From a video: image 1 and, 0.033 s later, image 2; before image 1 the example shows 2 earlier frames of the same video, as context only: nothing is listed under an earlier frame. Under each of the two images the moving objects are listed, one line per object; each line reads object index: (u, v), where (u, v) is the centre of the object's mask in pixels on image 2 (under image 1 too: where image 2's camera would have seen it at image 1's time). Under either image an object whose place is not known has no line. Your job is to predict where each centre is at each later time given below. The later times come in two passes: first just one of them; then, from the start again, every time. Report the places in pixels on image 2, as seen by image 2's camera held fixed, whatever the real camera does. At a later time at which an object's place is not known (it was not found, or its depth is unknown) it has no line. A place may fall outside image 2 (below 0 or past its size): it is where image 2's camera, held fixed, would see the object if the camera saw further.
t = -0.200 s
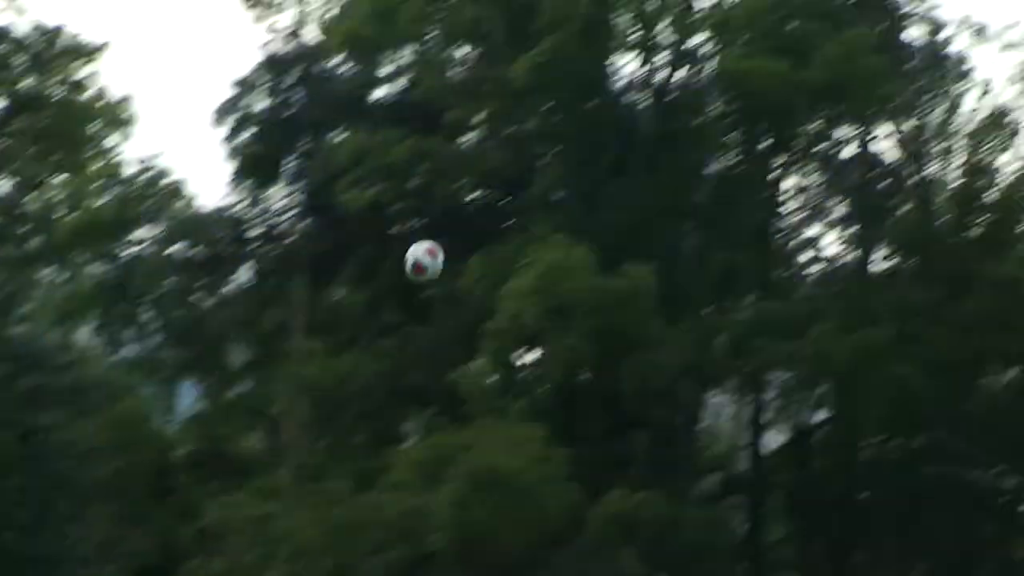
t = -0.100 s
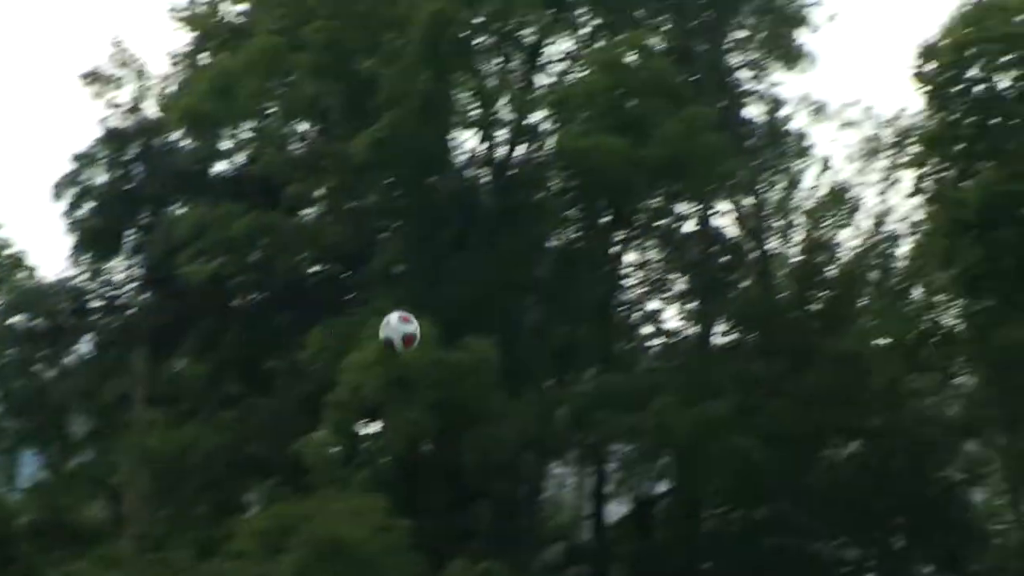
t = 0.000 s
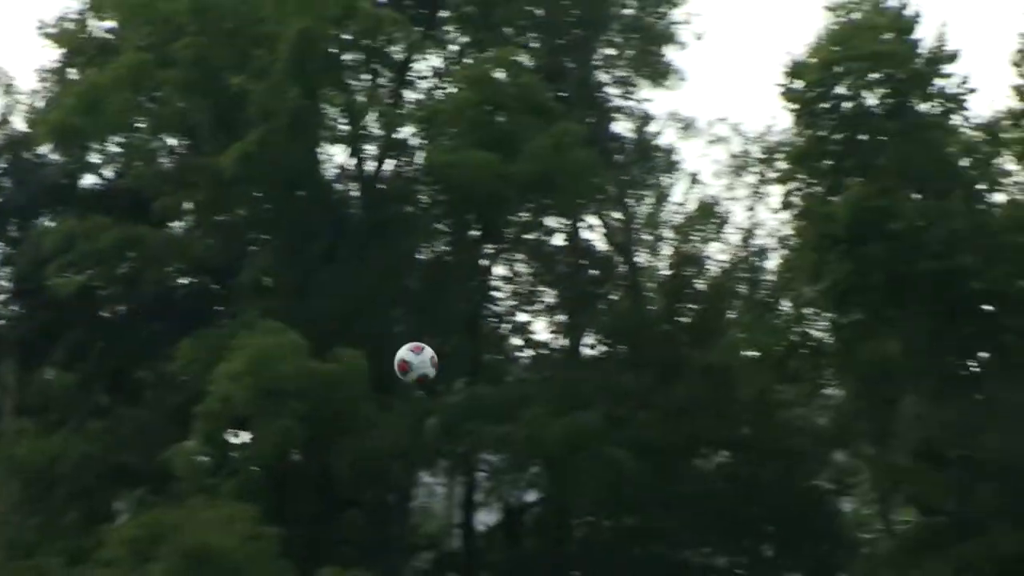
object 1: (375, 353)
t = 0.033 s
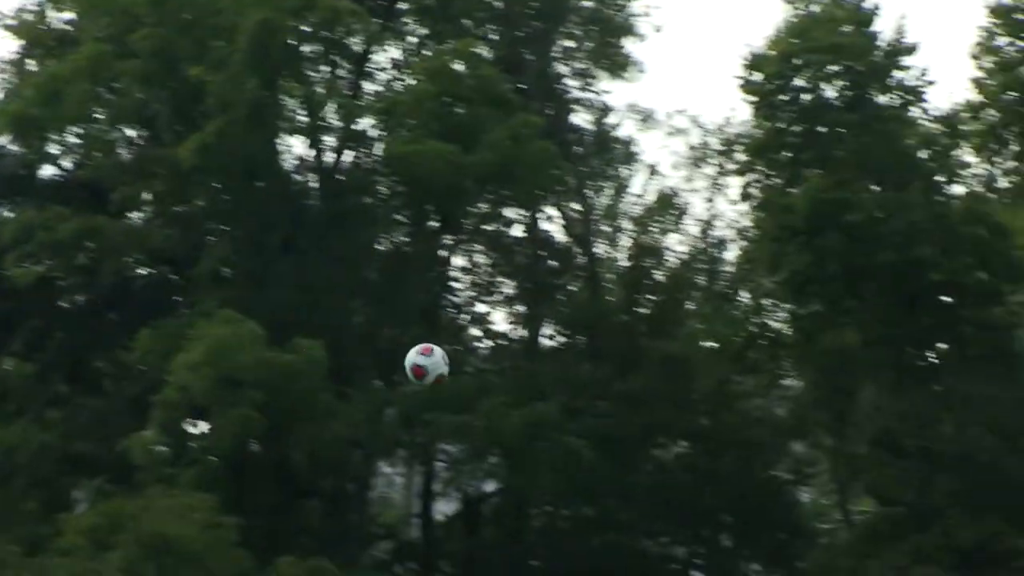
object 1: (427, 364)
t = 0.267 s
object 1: (838, 506)
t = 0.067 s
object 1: (480, 378)
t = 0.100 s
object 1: (534, 394)
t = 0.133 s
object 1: (591, 412)
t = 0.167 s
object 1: (648, 431)
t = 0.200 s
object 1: (708, 453)
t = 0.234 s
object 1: (771, 478)
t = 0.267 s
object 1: (838, 506)
